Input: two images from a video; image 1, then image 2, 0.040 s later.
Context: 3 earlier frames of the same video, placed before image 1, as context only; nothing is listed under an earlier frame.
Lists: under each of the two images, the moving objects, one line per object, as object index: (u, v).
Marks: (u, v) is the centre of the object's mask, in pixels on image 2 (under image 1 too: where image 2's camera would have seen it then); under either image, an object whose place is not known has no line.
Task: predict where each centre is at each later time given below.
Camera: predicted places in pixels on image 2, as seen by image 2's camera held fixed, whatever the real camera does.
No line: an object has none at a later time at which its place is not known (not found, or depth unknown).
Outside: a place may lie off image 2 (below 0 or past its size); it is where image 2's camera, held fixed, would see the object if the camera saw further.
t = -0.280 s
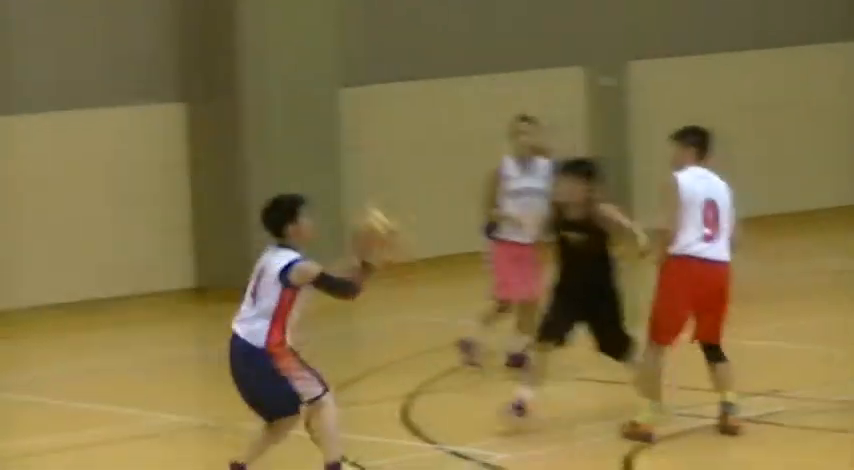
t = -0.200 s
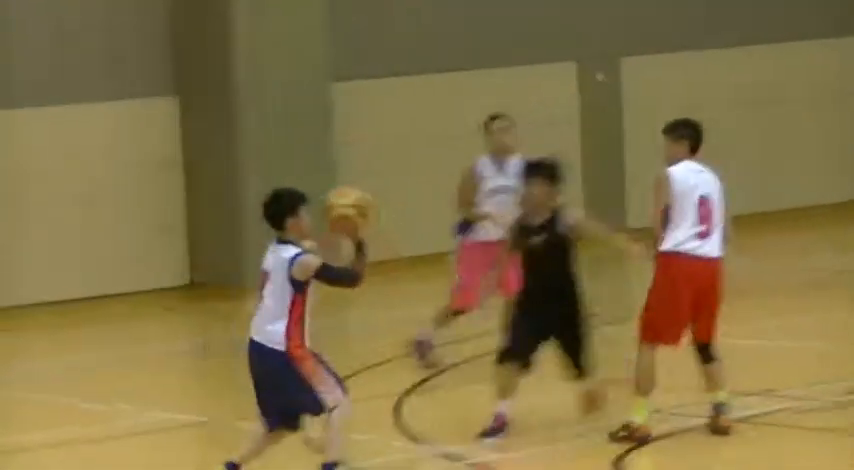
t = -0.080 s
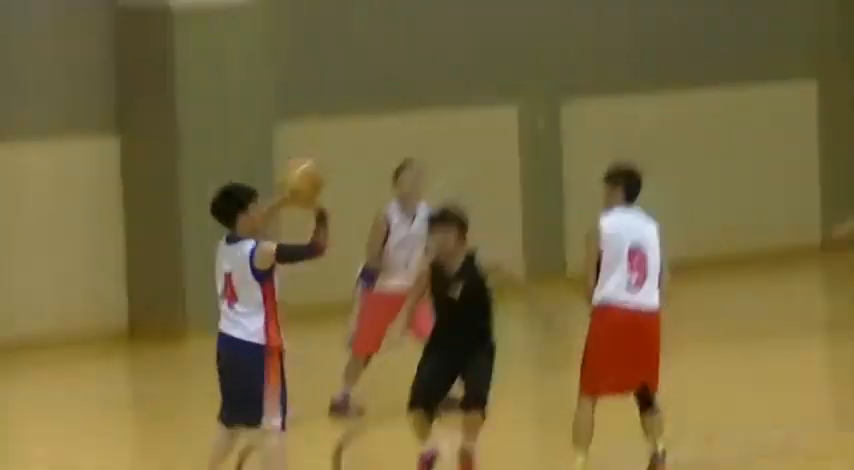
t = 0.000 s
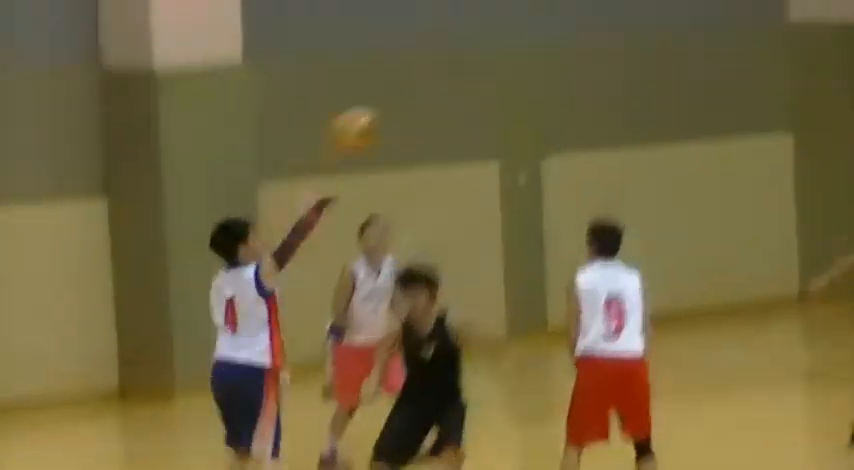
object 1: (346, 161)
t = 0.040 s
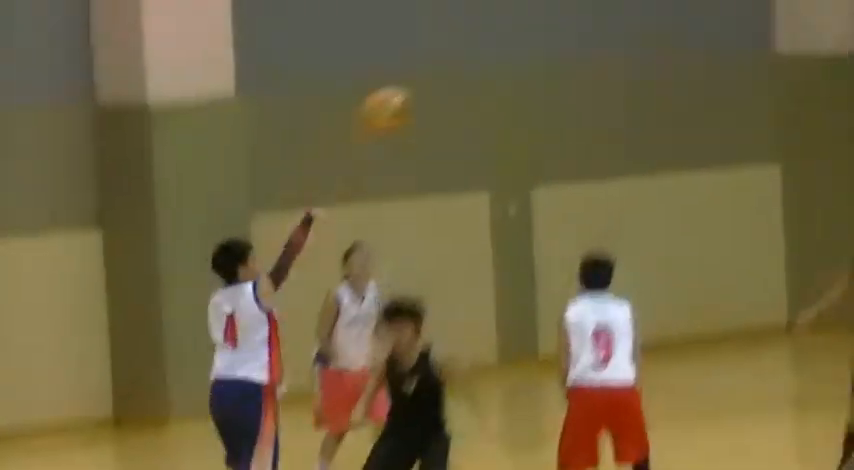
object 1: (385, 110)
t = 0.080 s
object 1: (424, 63)
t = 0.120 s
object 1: (462, 19)
